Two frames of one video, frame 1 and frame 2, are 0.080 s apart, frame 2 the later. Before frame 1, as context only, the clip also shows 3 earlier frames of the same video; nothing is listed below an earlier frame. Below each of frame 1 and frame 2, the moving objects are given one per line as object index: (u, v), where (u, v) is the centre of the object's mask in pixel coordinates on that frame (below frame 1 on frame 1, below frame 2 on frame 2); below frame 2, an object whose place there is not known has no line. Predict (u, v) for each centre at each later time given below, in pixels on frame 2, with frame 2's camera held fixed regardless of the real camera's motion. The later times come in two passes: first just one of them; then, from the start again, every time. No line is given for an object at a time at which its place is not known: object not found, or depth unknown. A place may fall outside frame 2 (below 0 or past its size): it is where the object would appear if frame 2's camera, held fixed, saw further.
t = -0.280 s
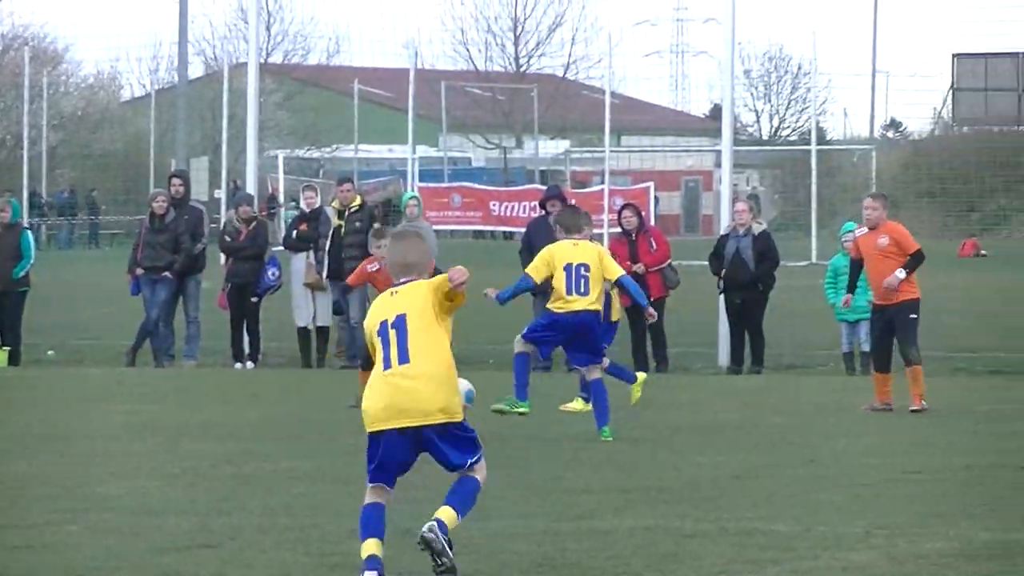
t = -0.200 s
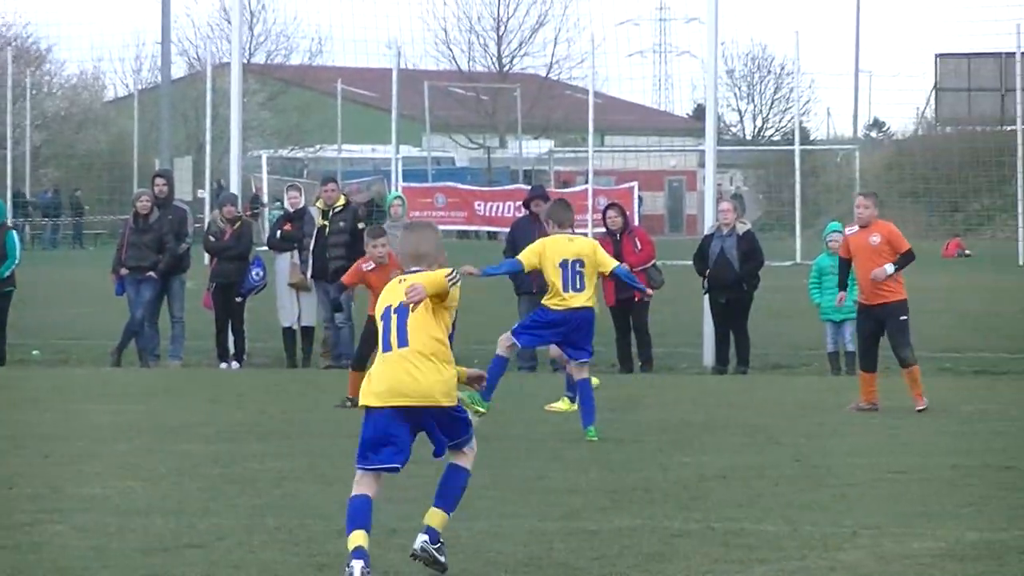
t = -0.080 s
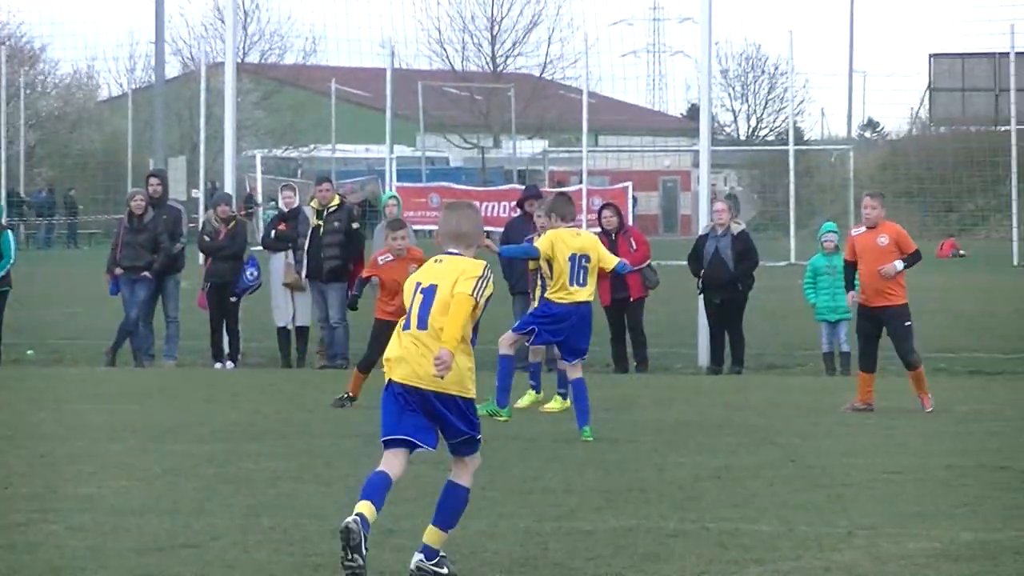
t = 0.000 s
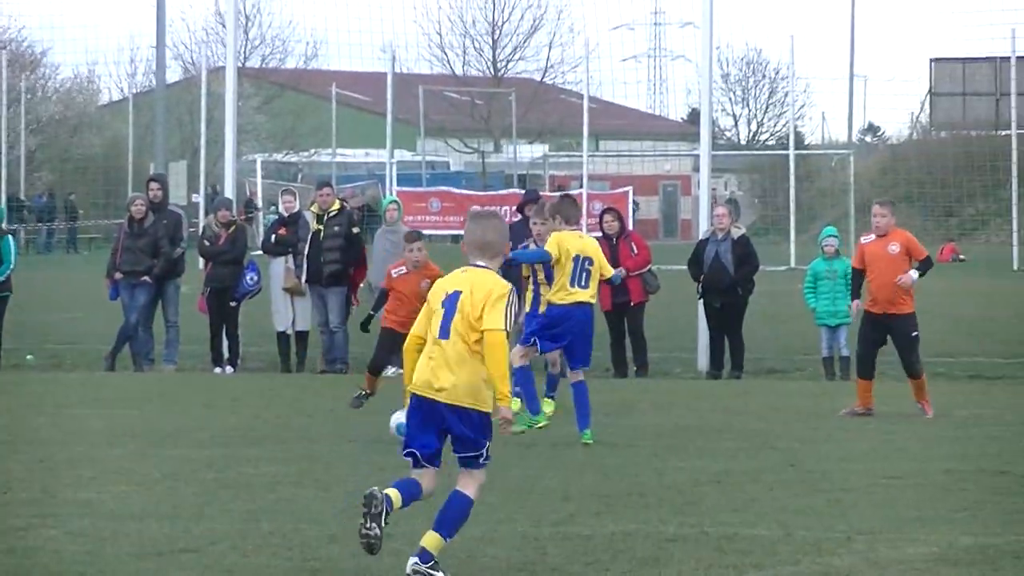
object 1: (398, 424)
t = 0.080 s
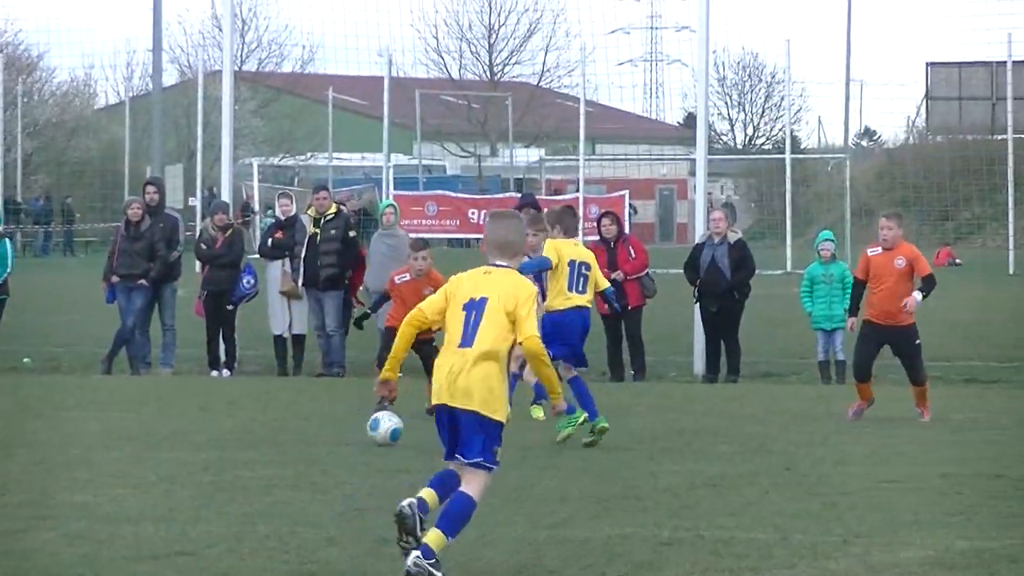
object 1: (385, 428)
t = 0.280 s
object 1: (336, 428)
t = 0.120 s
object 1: (375, 429)
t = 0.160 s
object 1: (364, 428)
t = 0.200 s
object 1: (356, 429)
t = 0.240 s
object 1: (346, 428)
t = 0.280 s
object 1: (336, 428)
